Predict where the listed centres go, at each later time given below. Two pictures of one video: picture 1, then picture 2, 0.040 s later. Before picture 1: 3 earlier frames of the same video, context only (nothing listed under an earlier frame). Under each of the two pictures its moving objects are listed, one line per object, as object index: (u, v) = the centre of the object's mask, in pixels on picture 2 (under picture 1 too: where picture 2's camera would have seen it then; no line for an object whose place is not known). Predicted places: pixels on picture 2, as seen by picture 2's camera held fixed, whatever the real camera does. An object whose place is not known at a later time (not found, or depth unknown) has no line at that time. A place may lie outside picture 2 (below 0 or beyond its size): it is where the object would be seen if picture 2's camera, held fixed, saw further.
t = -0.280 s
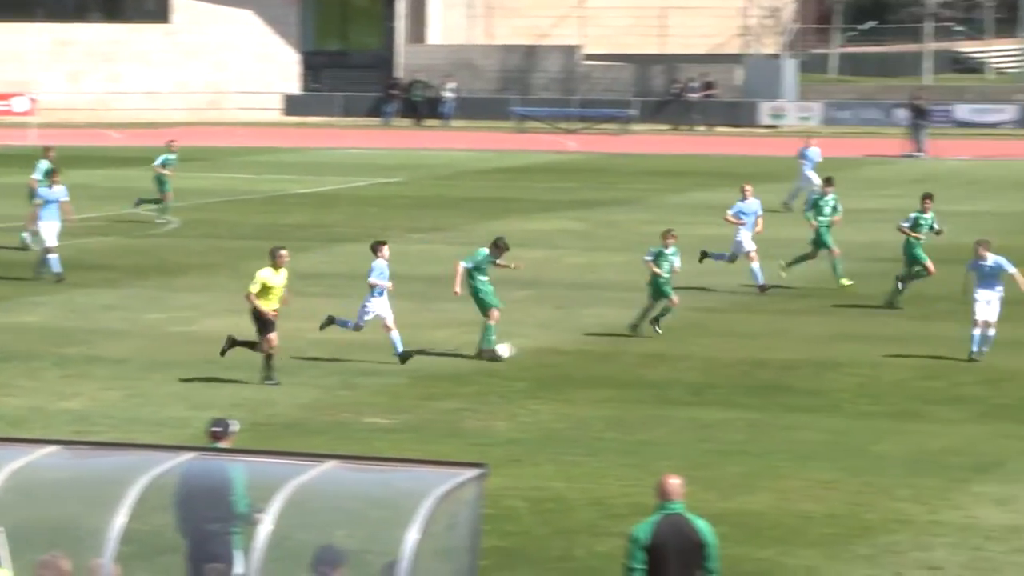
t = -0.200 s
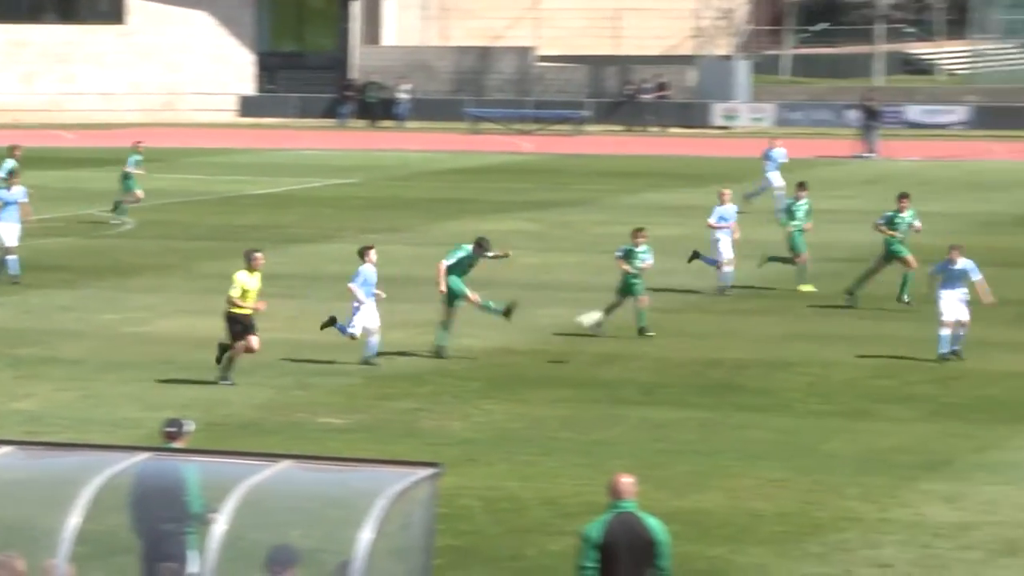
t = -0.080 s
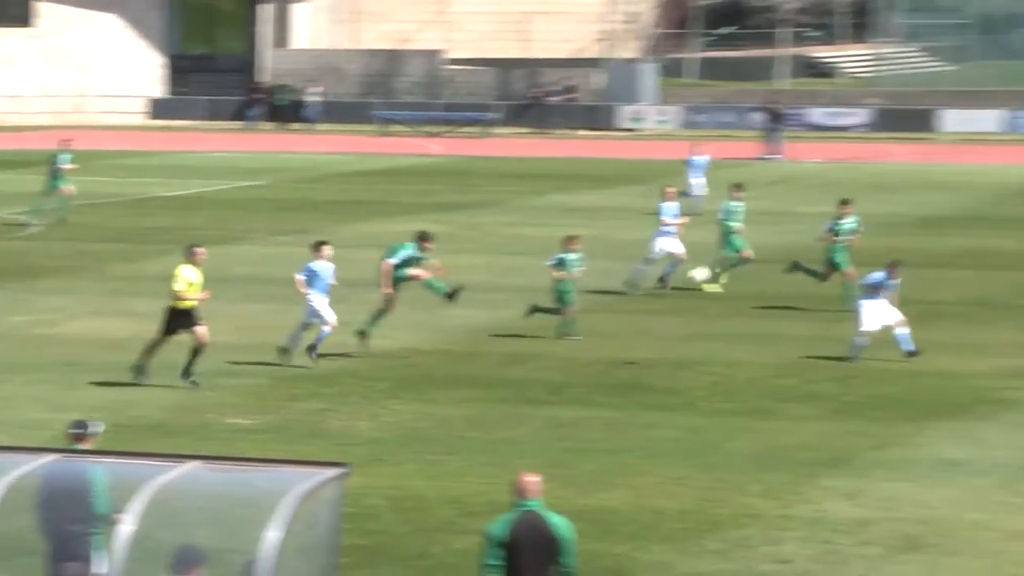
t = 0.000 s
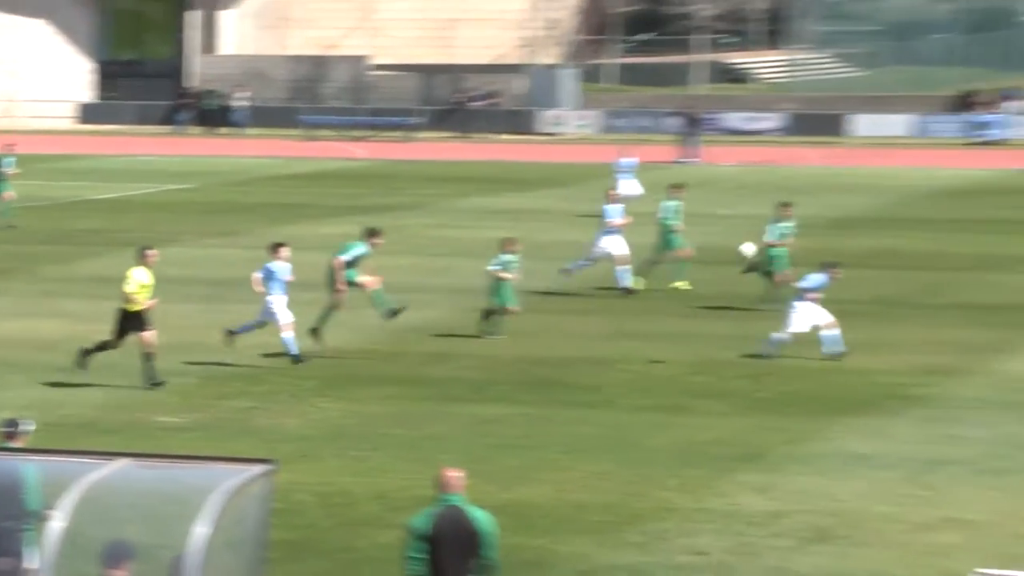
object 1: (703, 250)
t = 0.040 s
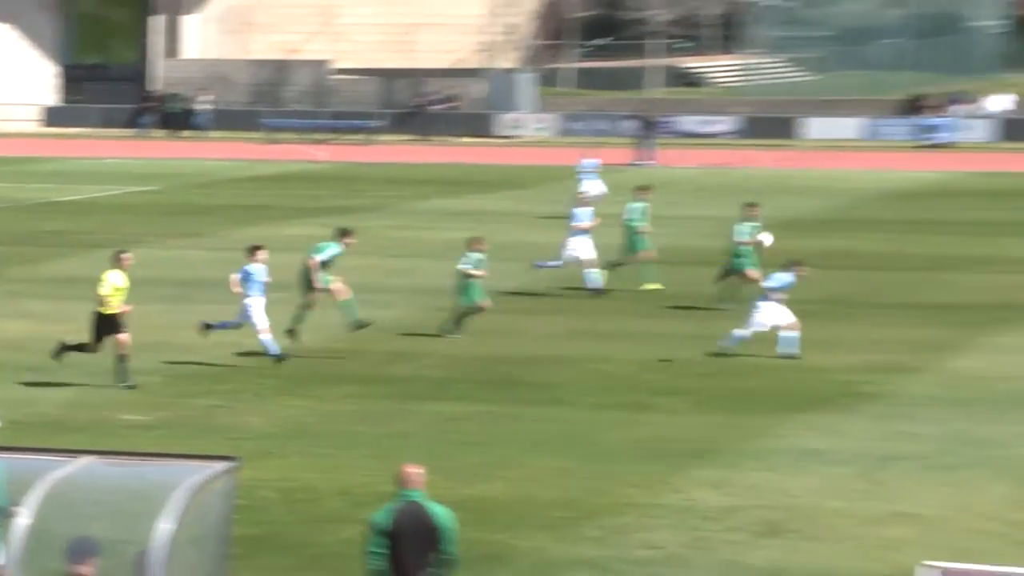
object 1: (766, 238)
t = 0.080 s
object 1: (826, 229)
